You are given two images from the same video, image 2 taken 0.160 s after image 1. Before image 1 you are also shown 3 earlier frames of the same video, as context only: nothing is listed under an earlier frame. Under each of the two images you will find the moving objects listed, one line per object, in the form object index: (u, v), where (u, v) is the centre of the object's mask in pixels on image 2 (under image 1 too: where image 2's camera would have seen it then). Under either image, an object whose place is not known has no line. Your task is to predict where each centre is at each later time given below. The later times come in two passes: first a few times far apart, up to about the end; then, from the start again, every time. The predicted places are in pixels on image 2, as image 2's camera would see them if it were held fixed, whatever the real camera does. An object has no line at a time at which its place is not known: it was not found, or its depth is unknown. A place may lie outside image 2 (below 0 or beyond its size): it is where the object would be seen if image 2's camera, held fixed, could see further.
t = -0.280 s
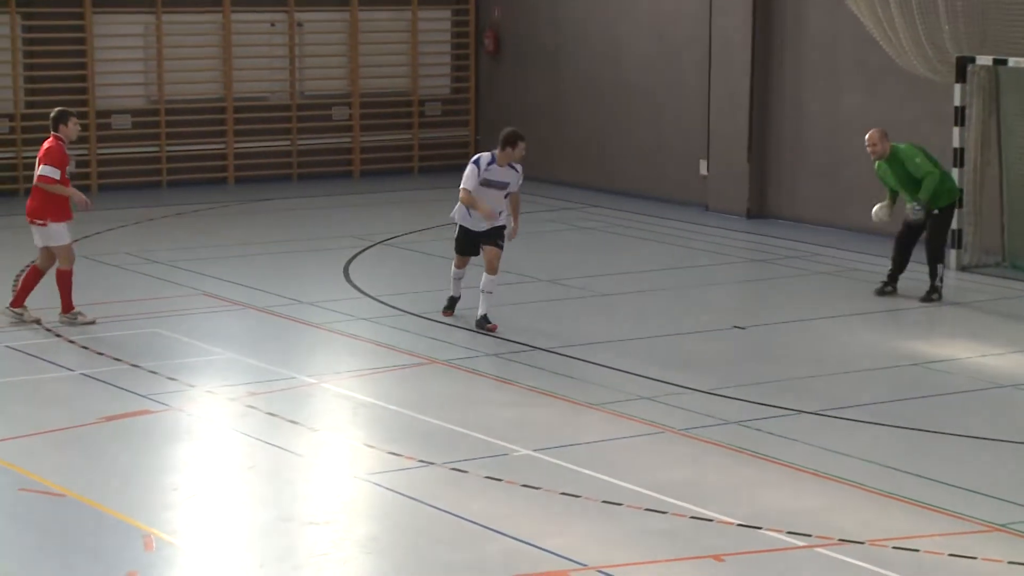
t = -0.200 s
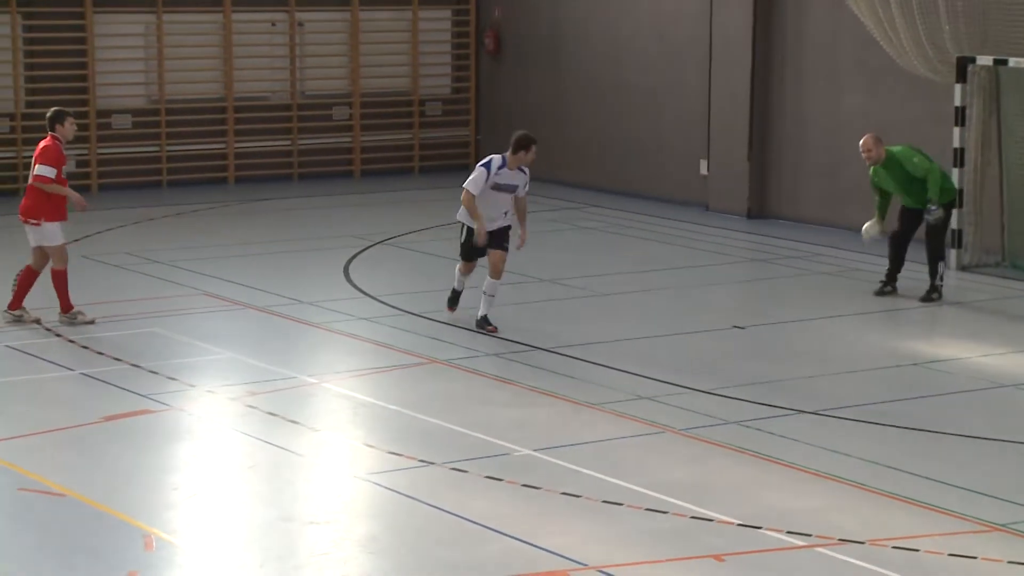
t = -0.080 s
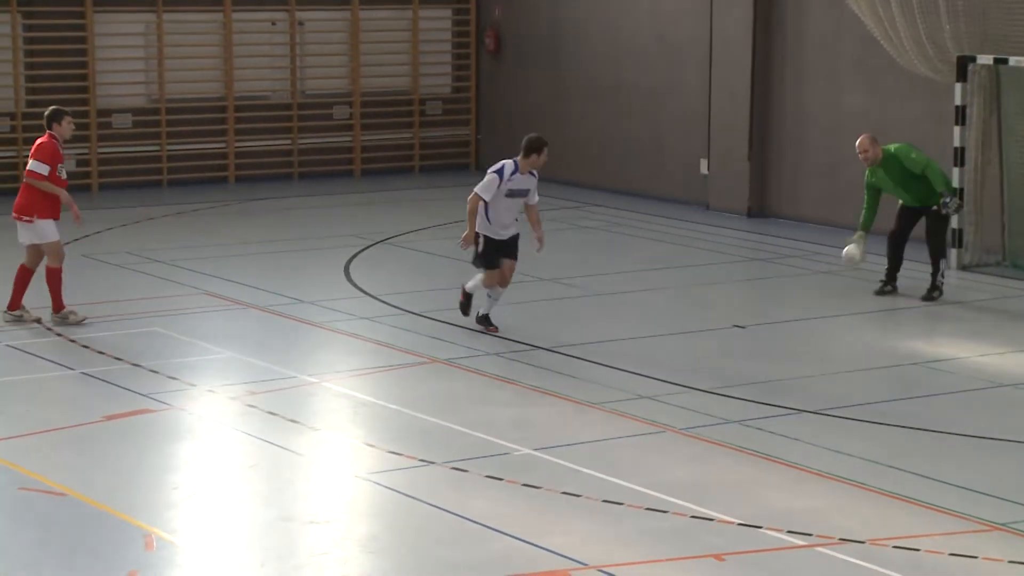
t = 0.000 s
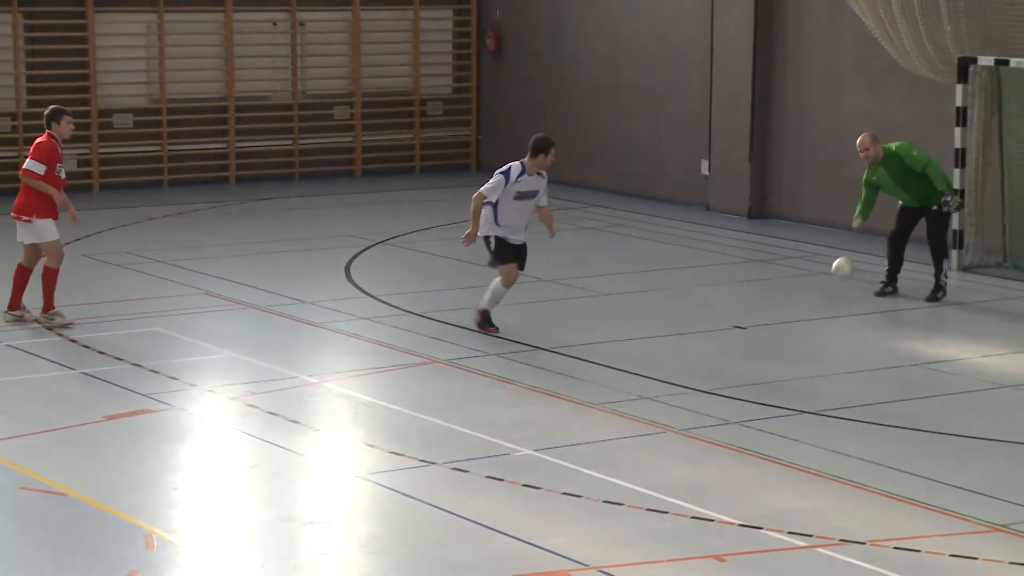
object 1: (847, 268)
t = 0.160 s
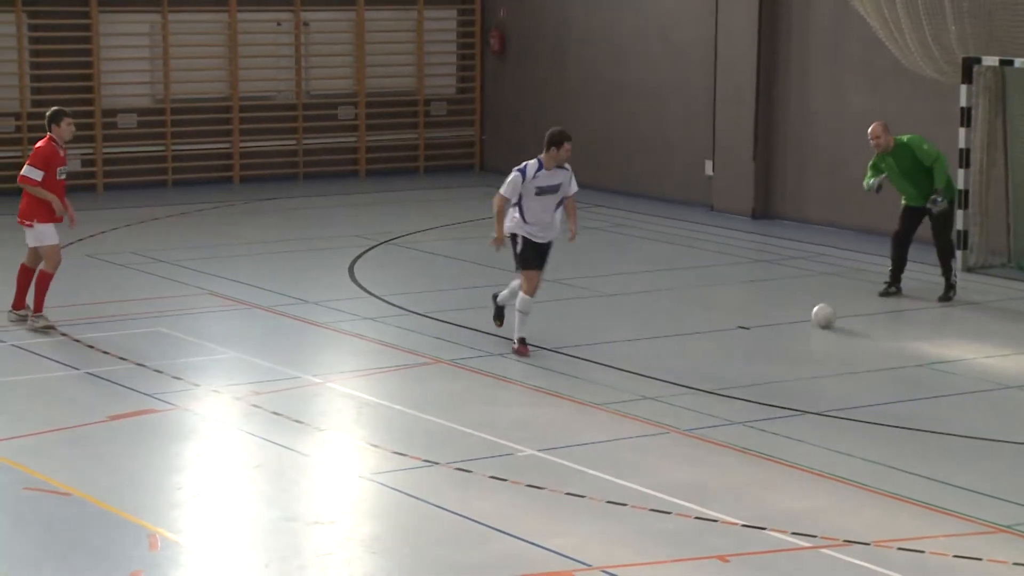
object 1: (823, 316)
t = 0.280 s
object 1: (812, 315)
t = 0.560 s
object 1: (785, 348)
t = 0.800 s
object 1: (757, 374)
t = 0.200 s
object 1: (820, 314)
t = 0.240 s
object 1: (816, 314)
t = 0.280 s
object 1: (812, 315)
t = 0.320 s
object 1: (808, 319)
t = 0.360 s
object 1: (805, 325)
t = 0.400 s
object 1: (801, 333)
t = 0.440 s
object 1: (796, 342)
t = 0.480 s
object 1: (792, 342)
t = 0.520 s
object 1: (789, 344)
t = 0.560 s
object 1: (785, 348)
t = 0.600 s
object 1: (780, 355)
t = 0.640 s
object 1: (776, 360)
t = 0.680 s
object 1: (771, 362)
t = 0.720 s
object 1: (766, 366)
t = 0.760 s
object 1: (762, 372)
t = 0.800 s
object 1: (757, 374)
